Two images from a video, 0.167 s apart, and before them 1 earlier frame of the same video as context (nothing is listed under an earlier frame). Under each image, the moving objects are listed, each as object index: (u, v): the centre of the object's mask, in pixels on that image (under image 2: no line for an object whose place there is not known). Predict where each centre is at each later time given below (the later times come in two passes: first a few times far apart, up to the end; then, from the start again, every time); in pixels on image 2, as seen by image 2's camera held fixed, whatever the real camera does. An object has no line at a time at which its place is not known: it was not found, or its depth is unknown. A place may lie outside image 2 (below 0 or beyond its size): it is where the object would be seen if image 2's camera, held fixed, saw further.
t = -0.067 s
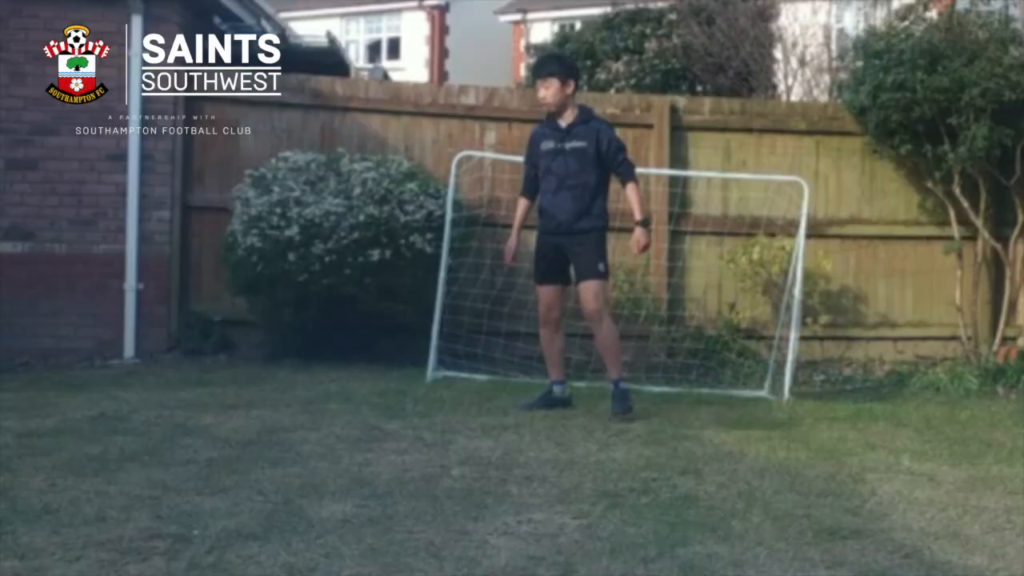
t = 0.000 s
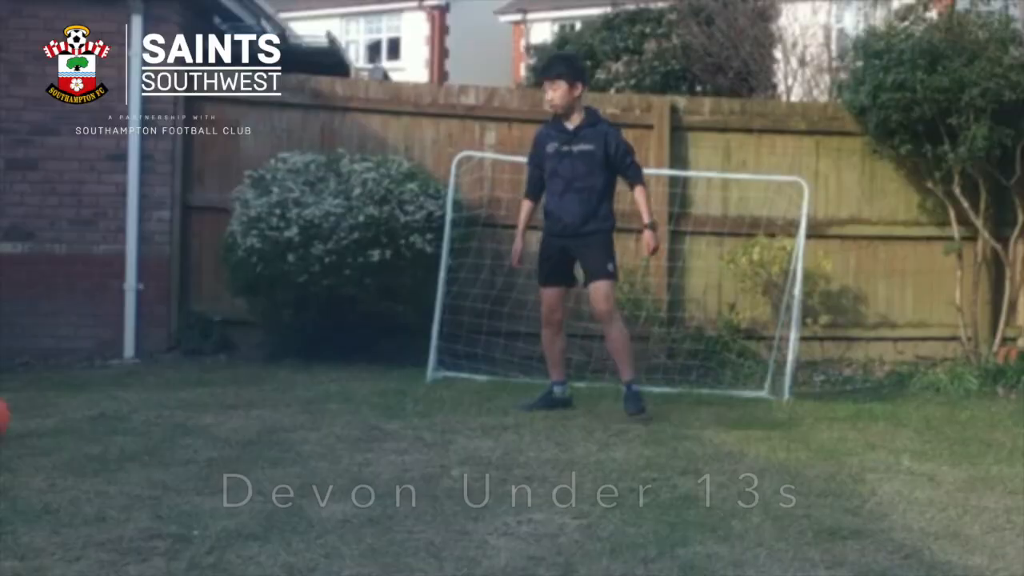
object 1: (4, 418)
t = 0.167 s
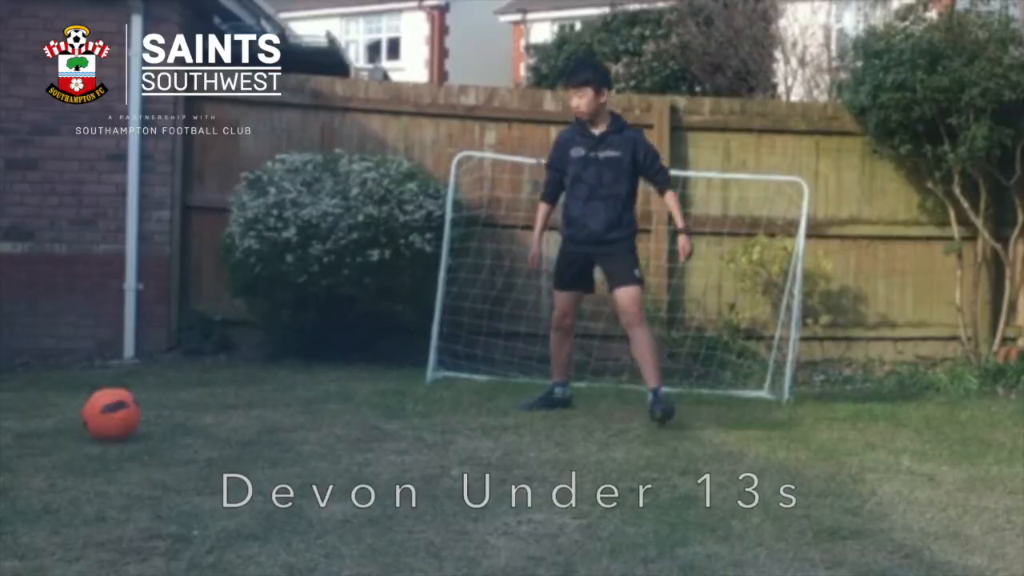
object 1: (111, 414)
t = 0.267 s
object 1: (186, 406)
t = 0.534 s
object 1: (369, 411)
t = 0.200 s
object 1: (137, 413)
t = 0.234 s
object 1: (162, 408)
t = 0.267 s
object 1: (186, 406)
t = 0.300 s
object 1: (211, 405)
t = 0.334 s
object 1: (235, 409)
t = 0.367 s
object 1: (258, 414)
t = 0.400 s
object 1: (280, 408)
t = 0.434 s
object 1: (303, 405)
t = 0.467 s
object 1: (325, 404)
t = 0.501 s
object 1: (347, 406)
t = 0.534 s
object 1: (369, 411)
